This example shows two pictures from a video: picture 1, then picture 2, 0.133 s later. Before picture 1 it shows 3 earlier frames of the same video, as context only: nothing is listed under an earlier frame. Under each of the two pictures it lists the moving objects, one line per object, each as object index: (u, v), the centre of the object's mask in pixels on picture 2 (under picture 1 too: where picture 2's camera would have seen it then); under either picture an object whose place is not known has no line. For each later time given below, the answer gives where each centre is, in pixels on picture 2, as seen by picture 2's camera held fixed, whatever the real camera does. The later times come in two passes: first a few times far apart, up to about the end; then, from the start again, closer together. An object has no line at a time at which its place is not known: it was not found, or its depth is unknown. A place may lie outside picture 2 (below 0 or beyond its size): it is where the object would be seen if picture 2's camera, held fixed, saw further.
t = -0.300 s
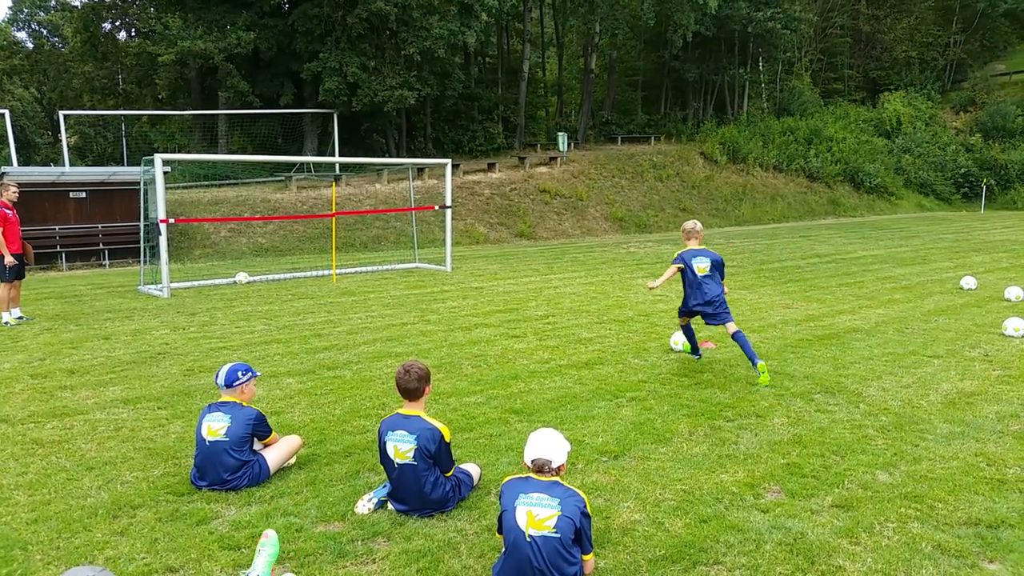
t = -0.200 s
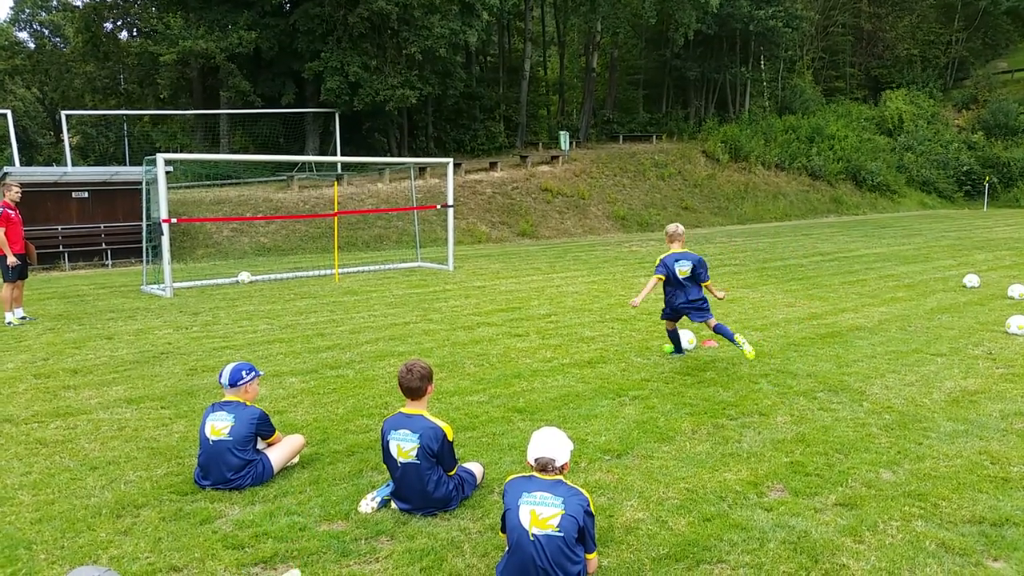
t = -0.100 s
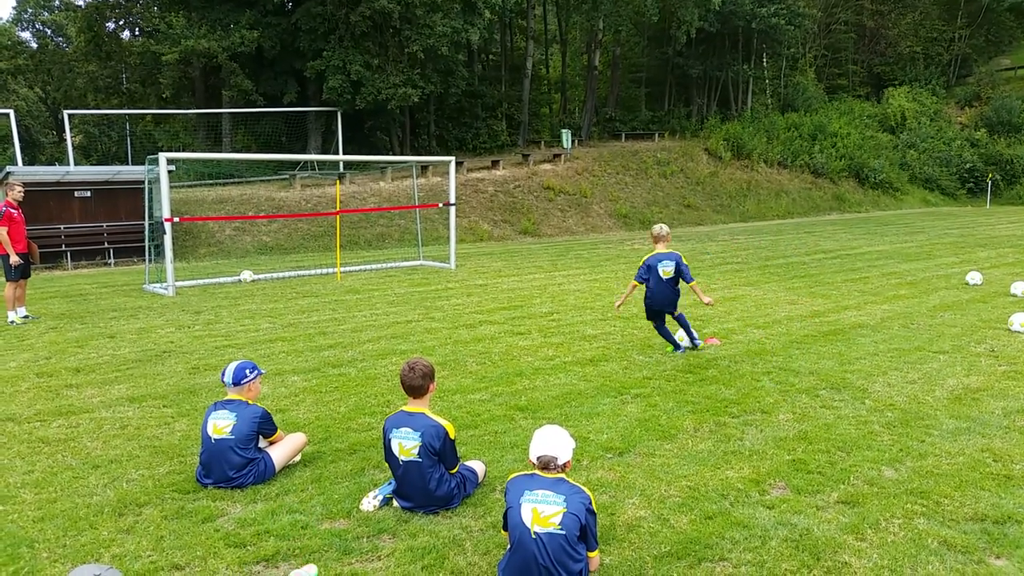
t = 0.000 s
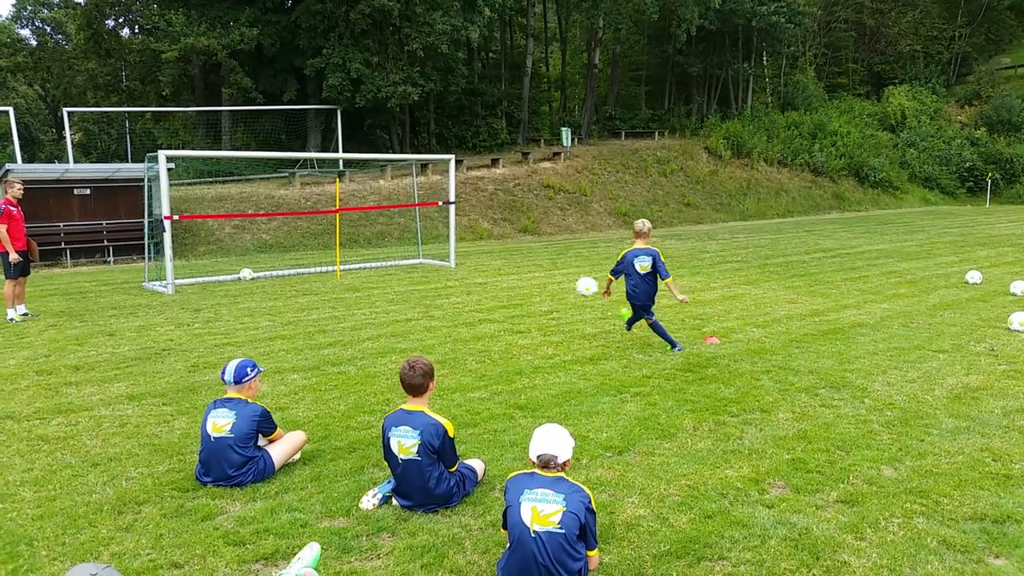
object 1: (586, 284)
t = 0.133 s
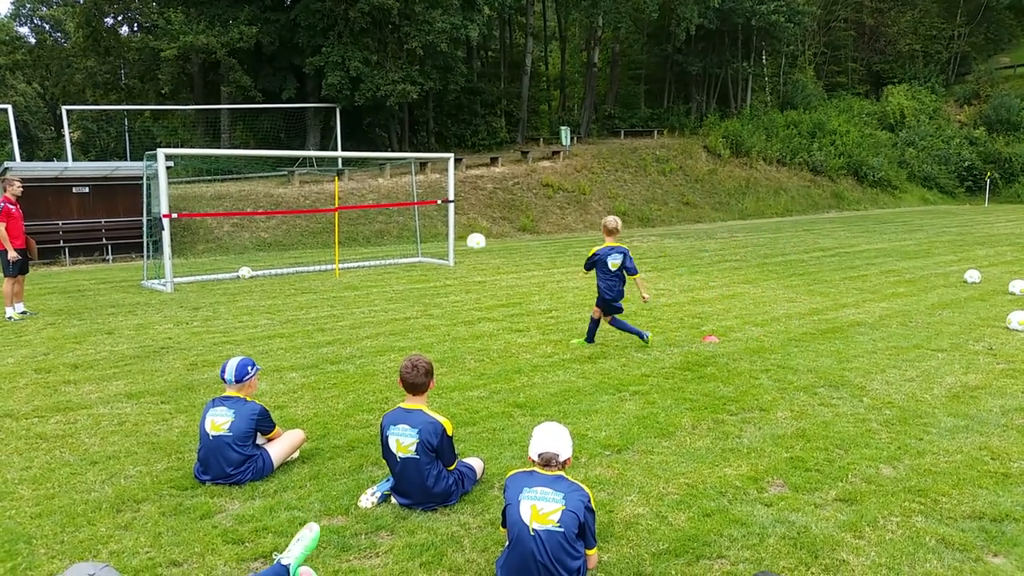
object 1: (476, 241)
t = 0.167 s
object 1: (453, 234)
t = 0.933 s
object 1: (256, 252)
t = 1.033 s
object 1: (261, 267)
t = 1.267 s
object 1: (258, 262)
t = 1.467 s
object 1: (258, 263)
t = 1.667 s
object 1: (259, 264)
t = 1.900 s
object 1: (260, 264)
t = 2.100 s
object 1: (261, 264)
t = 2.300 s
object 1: (262, 268)
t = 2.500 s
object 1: (264, 271)
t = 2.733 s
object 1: (264, 271)
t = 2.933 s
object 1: (263, 271)
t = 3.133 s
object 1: (264, 271)
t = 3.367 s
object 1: (264, 271)
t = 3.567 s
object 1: (264, 271)
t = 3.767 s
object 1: (264, 271)
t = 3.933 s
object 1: (264, 271)
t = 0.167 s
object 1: (453, 234)
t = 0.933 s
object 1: (256, 252)
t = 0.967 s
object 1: (258, 258)
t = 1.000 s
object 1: (259, 264)
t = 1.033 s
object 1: (261, 267)
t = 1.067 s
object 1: (259, 267)
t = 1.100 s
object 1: (259, 265)
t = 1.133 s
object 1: (258, 264)
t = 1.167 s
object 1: (258, 263)
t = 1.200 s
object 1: (258, 262)
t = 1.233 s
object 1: (258, 262)
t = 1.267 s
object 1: (258, 262)
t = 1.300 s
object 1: (258, 263)
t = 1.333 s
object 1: (259, 264)
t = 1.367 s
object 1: (259, 264)
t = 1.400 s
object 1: (258, 263)
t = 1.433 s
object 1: (258, 263)
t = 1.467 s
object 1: (258, 263)
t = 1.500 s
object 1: (259, 263)
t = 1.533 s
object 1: (258, 264)
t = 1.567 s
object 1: (259, 264)
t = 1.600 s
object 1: (259, 264)
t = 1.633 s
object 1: (259, 264)
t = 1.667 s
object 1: (259, 264)
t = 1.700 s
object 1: (259, 264)
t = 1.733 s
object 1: (259, 264)
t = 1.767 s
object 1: (260, 264)
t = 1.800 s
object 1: (260, 264)
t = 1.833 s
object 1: (260, 264)
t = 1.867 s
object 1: (260, 264)
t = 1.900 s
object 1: (260, 264)
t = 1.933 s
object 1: (260, 264)
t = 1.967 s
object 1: (260, 264)
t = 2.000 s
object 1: (260, 264)
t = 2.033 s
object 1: (260, 264)
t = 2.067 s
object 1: (260, 264)
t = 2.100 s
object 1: (261, 264)
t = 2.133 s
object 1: (261, 265)
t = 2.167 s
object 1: (261, 265)
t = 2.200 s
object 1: (261, 265)
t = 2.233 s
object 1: (261, 266)
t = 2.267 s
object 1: (262, 267)
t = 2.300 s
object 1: (262, 268)
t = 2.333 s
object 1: (262, 269)
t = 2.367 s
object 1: (263, 271)
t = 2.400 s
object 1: (263, 271)
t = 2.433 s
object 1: (263, 271)
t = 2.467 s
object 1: (264, 271)
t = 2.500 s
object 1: (264, 271)
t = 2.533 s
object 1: (264, 271)
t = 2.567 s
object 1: (264, 271)
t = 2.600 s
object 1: (264, 271)
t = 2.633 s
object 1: (264, 271)
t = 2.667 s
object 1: (264, 271)
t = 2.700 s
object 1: (264, 271)
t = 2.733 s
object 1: (264, 271)
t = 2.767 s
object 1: (264, 271)
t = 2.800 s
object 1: (264, 271)
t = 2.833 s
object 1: (264, 271)
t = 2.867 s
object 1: (264, 271)
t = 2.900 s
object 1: (264, 271)
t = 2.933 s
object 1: (263, 271)
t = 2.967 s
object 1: (263, 271)
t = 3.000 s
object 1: (264, 271)
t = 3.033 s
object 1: (264, 271)
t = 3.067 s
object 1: (264, 271)
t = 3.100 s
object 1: (264, 271)
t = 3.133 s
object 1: (264, 271)
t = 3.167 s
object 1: (264, 271)
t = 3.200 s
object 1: (264, 271)
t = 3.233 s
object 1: (264, 271)
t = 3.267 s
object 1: (264, 271)
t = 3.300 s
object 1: (264, 271)
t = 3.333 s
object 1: (264, 271)
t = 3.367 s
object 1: (264, 271)
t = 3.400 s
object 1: (264, 271)
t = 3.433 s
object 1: (264, 271)
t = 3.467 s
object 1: (264, 271)
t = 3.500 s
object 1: (264, 271)
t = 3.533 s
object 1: (264, 271)
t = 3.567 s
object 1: (264, 271)
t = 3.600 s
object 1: (264, 271)
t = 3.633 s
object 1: (264, 271)
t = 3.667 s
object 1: (264, 271)
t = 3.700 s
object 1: (264, 271)
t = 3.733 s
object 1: (264, 271)
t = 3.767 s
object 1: (264, 271)
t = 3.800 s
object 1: (263, 271)
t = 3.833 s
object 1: (264, 271)
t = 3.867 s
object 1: (264, 271)
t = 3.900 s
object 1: (264, 271)
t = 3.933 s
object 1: (264, 271)
